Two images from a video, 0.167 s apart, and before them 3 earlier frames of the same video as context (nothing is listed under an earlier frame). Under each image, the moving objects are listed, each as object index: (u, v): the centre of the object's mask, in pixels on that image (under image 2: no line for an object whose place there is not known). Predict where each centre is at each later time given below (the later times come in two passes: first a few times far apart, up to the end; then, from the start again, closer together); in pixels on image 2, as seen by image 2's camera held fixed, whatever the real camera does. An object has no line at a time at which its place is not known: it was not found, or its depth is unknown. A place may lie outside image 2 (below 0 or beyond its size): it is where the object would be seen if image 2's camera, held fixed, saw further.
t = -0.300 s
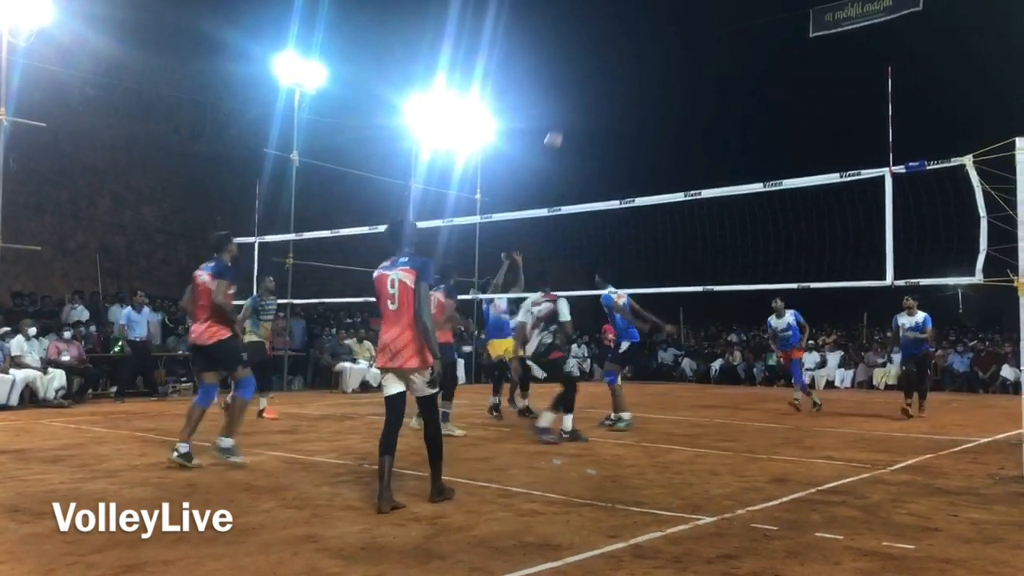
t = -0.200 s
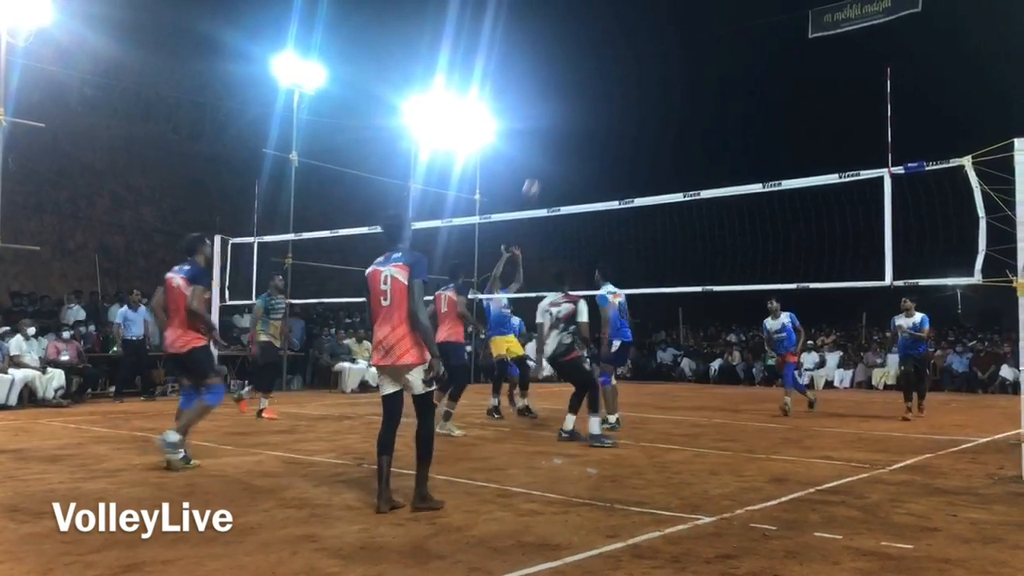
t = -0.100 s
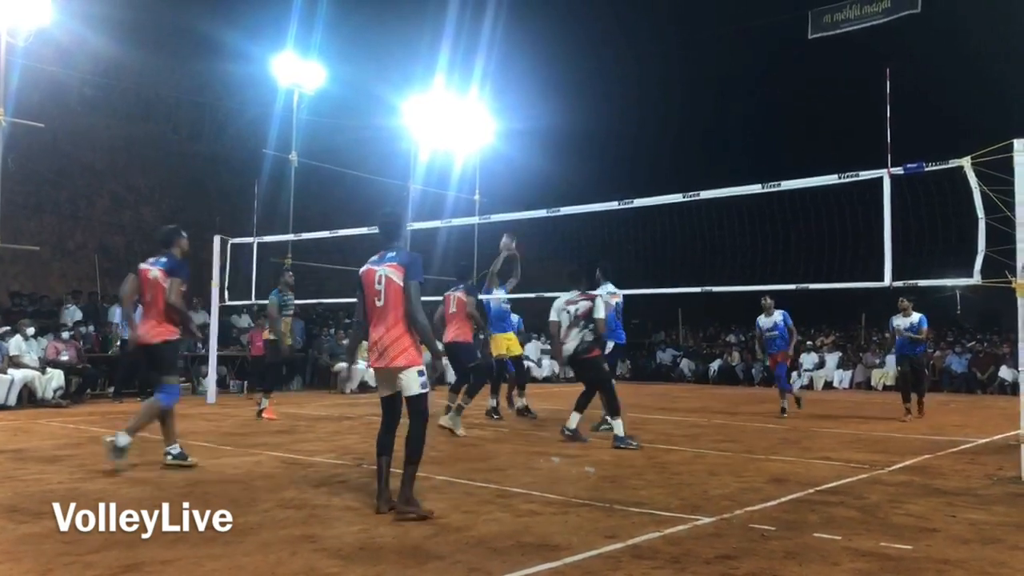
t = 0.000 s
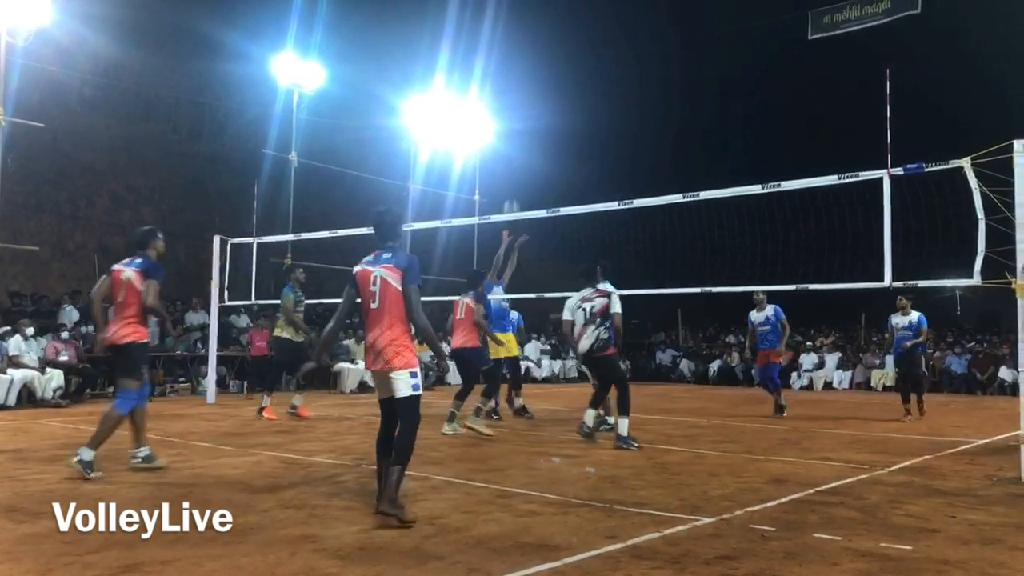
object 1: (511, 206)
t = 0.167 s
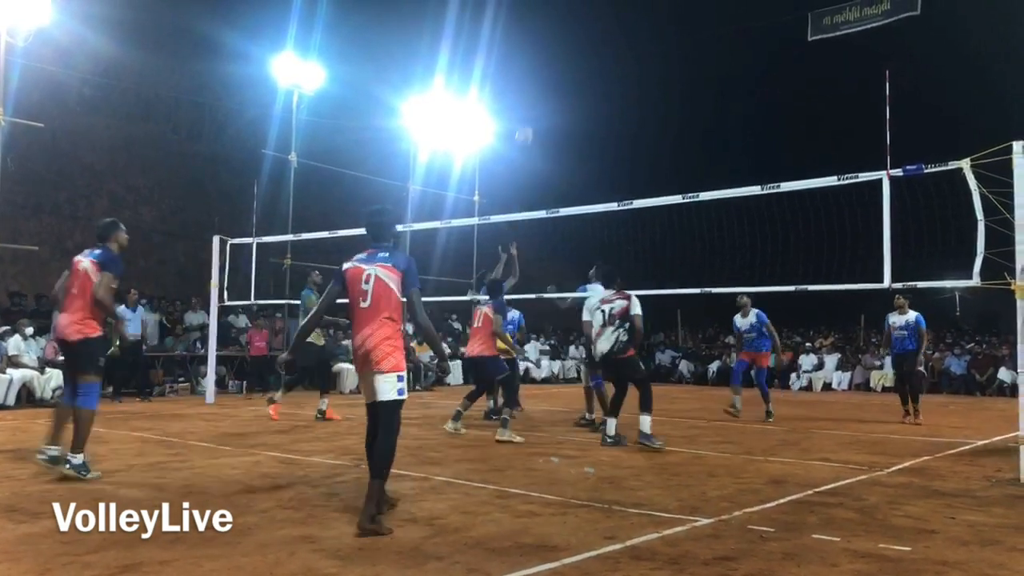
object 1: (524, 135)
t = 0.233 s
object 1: (530, 110)
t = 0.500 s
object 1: (552, 47)
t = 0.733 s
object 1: (570, 35)
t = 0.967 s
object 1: (589, 65)
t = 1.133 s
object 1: (602, 113)
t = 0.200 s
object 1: (527, 122)
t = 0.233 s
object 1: (530, 110)
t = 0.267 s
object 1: (533, 100)
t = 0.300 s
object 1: (536, 91)
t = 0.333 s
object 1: (538, 80)
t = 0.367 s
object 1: (541, 72)
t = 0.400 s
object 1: (543, 65)
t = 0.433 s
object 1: (546, 58)
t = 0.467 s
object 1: (549, 52)
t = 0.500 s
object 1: (552, 47)
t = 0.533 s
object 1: (555, 43)
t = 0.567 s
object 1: (557, 39)
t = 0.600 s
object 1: (560, 36)
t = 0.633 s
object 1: (563, 34)
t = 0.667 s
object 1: (565, 34)
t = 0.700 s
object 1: (568, 35)
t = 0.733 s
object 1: (570, 35)
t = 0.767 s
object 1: (573, 37)
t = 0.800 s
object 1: (576, 40)
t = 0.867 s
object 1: (582, 48)
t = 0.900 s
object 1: (584, 52)
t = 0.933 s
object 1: (586, 59)
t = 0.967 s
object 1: (589, 65)
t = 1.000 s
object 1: (592, 74)
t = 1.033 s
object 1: (595, 82)
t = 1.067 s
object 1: (597, 91)
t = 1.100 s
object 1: (600, 102)
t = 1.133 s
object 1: (602, 113)
